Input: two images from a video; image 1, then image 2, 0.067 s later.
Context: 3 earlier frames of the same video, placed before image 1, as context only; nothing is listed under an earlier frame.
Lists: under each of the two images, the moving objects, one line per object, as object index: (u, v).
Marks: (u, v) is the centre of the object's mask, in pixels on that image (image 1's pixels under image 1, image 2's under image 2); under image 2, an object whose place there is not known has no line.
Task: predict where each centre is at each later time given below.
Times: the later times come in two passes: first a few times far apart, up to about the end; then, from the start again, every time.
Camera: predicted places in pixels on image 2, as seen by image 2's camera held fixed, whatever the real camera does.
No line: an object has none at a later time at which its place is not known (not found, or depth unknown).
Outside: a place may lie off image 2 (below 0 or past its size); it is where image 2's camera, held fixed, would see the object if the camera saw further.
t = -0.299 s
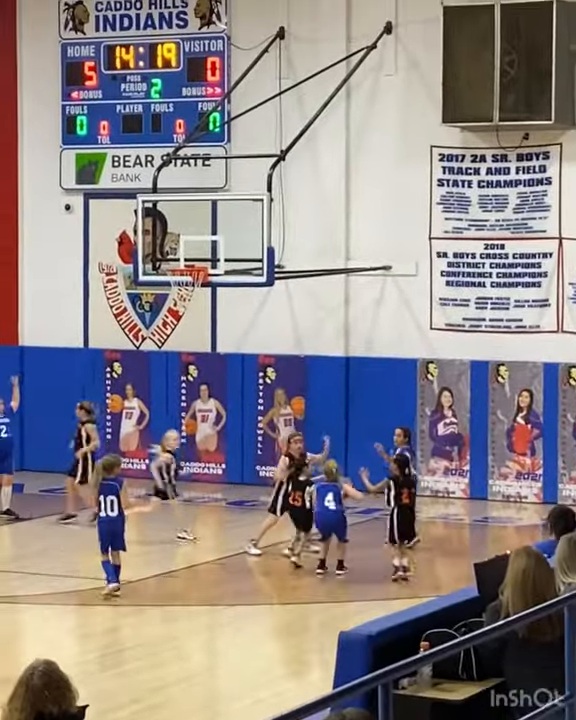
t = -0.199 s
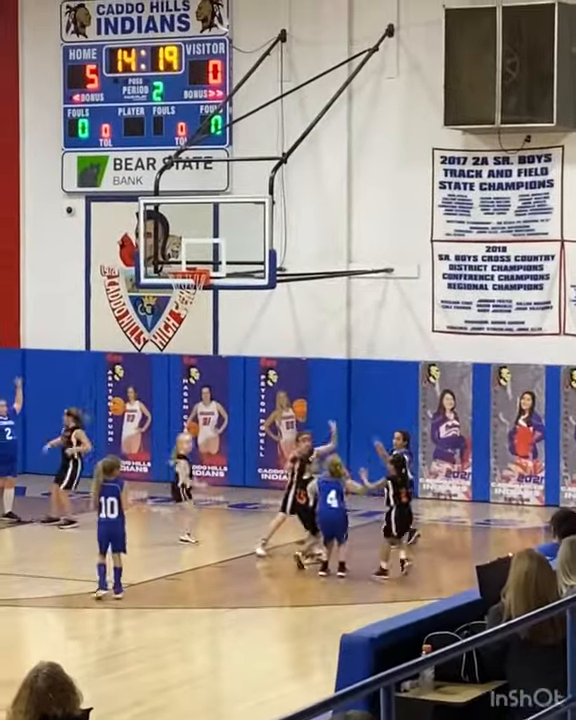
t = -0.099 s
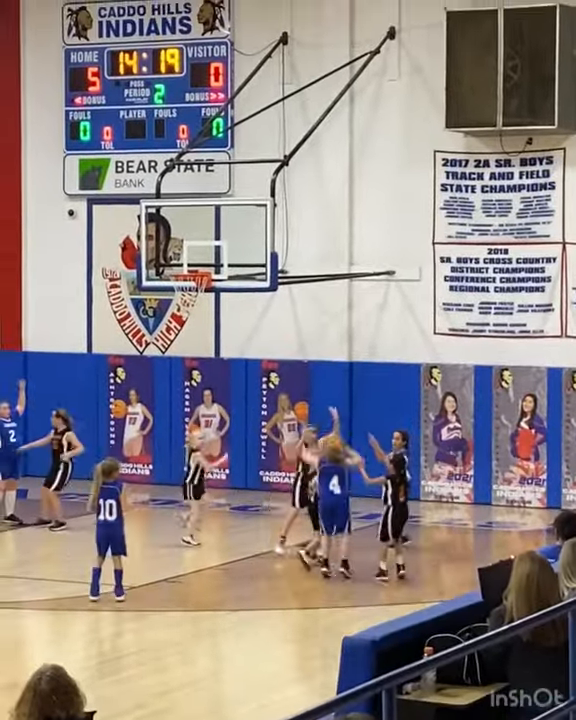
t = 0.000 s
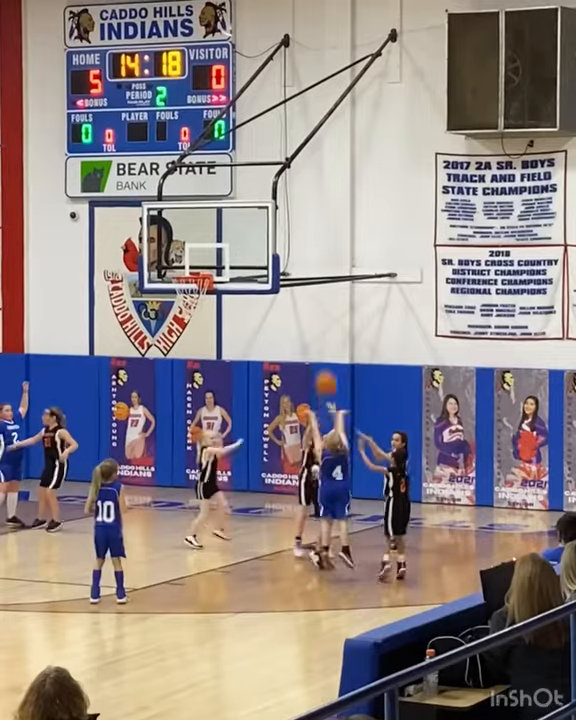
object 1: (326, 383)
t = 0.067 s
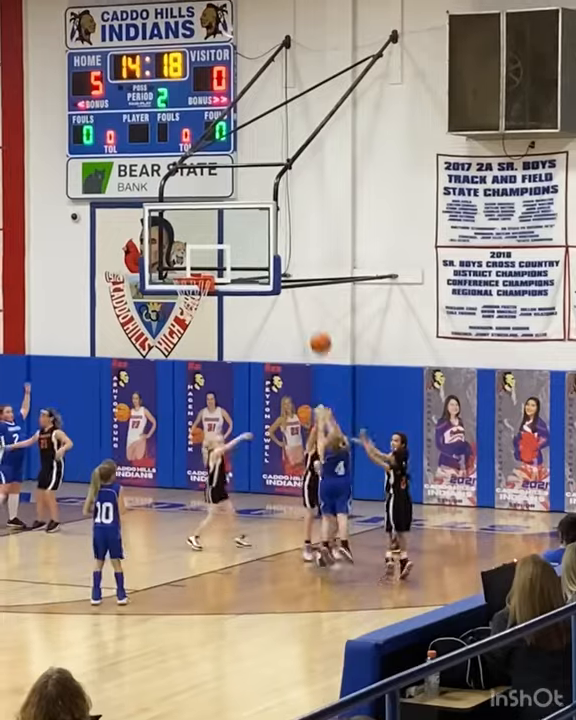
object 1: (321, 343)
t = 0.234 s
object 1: (304, 259)
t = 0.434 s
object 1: (286, 198)
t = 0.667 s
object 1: (267, 173)
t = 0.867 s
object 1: (251, 190)
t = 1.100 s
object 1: (233, 248)
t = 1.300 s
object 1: (233, 265)
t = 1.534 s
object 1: (273, 277)
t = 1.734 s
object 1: (307, 324)
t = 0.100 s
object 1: (317, 324)
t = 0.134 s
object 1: (314, 306)
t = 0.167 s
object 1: (311, 289)
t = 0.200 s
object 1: (308, 273)
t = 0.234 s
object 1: (304, 259)
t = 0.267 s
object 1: (301, 246)
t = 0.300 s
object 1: (299, 234)
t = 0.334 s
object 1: (295, 224)
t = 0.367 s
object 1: (292, 214)
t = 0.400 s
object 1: (290, 205)
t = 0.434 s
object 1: (286, 198)
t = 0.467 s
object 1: (284, 191)
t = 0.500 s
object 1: (281, 186)
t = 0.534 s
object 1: (278, 181)
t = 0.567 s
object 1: (275, 178)
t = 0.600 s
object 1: (272, 175)
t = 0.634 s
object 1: (269, 174)
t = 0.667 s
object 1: (267, 173)
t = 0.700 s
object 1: (264, 174)
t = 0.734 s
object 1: (262, 175)
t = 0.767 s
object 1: (259, 177)
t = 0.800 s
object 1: (256, 180)
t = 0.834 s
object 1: (254, 185)
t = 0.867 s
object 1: (251, 190)
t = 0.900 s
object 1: (248, 196)
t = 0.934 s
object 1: (246, 203)
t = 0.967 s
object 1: (243, 211)
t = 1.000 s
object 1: (241, 219)
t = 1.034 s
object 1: (238, 228)
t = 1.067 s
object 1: (236, 238)
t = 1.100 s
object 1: (233, 248)
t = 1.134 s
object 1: (228, 256)
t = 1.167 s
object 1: (222, 264)
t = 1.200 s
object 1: (217, 271)
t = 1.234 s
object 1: (222, 269)
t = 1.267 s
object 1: (227, 267)
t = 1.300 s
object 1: (233, 265)
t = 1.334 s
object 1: (239, 264)
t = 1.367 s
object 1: (244, 263)
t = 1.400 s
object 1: (250, 264)
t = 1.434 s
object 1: (255, 266)
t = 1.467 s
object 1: (261, 269)
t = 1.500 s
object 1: (267, 272)
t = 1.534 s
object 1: (273, 277)
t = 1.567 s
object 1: (280, 282)
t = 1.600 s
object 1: (285, 289)
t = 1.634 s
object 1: (290, 296)
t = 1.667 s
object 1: (296, 305)
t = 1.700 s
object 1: (301, 313)
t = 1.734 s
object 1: (307, 324)
